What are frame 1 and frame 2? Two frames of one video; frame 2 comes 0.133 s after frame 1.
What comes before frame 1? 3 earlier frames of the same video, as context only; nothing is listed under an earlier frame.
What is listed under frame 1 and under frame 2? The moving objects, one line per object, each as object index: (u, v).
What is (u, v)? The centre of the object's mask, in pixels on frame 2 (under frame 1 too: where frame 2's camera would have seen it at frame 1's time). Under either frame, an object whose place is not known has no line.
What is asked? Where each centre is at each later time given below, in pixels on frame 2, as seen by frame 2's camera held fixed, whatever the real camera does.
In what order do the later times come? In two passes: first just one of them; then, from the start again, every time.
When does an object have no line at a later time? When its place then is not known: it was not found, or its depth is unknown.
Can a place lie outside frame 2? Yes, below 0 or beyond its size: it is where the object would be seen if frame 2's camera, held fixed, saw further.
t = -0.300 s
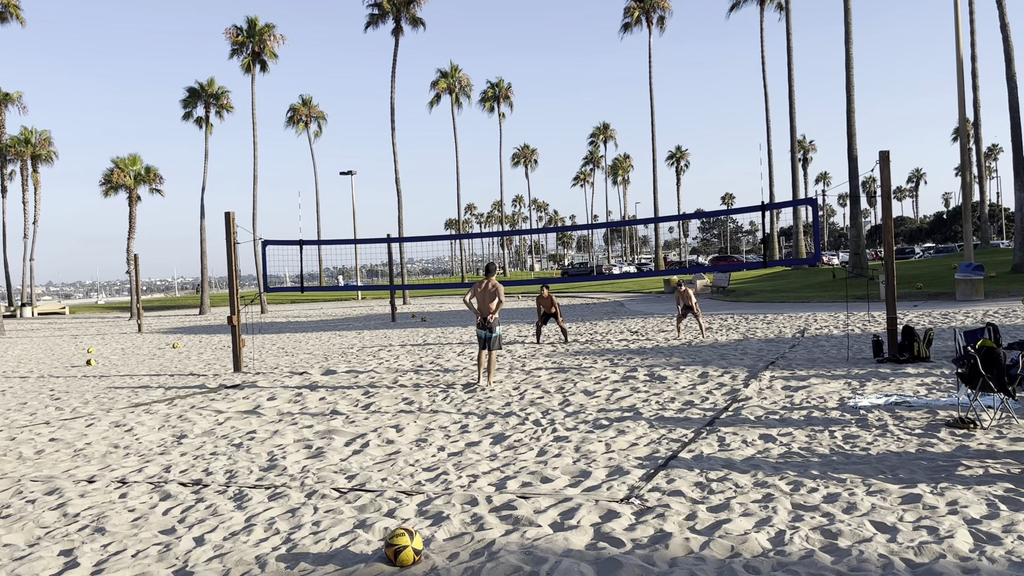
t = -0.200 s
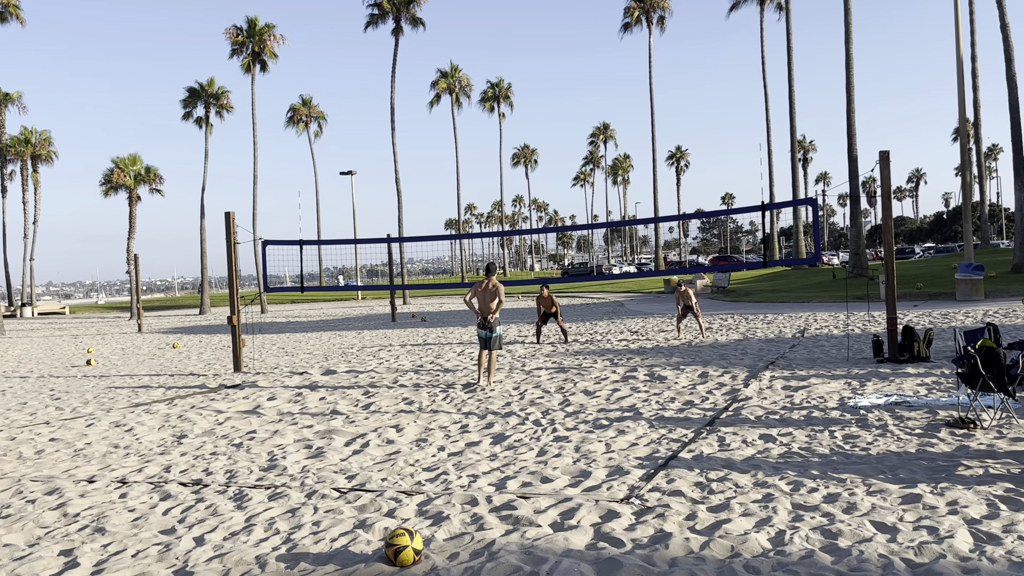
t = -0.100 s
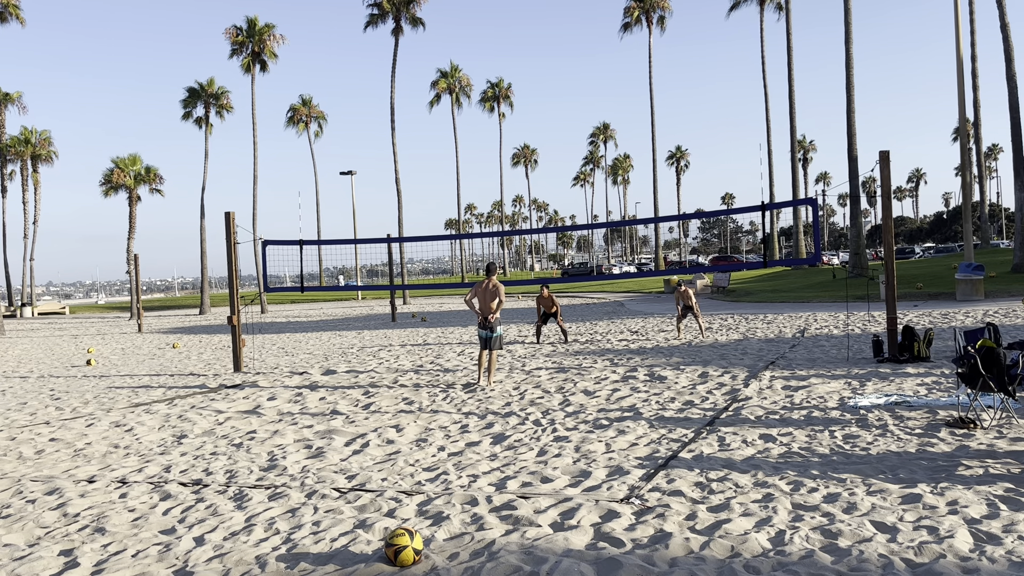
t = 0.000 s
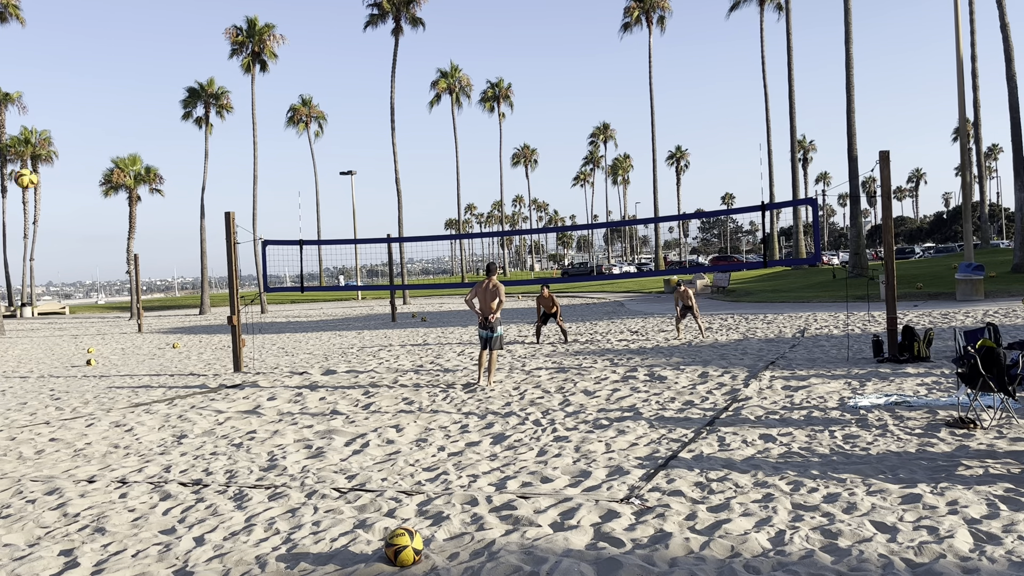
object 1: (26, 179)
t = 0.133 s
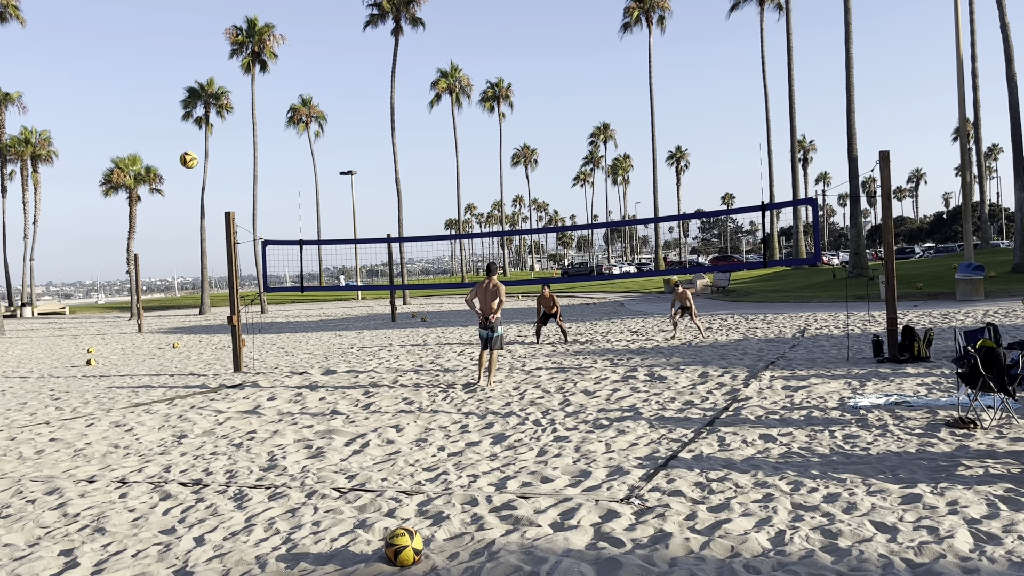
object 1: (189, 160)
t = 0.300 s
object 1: (342, 158)
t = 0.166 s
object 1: (223, 158)
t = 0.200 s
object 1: (255, 157)
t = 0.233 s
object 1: (286, 156)
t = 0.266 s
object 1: (315, 157)
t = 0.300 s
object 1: (342, 158)
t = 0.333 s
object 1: (367, 159)
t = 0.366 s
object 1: (391, 161)
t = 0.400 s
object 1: (415, 164)
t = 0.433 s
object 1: (436, 167)
